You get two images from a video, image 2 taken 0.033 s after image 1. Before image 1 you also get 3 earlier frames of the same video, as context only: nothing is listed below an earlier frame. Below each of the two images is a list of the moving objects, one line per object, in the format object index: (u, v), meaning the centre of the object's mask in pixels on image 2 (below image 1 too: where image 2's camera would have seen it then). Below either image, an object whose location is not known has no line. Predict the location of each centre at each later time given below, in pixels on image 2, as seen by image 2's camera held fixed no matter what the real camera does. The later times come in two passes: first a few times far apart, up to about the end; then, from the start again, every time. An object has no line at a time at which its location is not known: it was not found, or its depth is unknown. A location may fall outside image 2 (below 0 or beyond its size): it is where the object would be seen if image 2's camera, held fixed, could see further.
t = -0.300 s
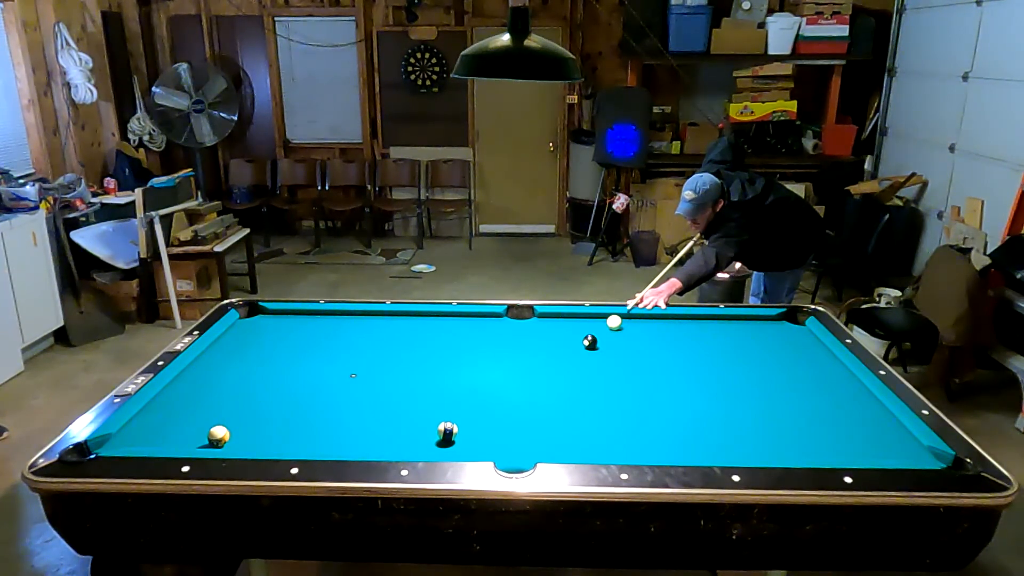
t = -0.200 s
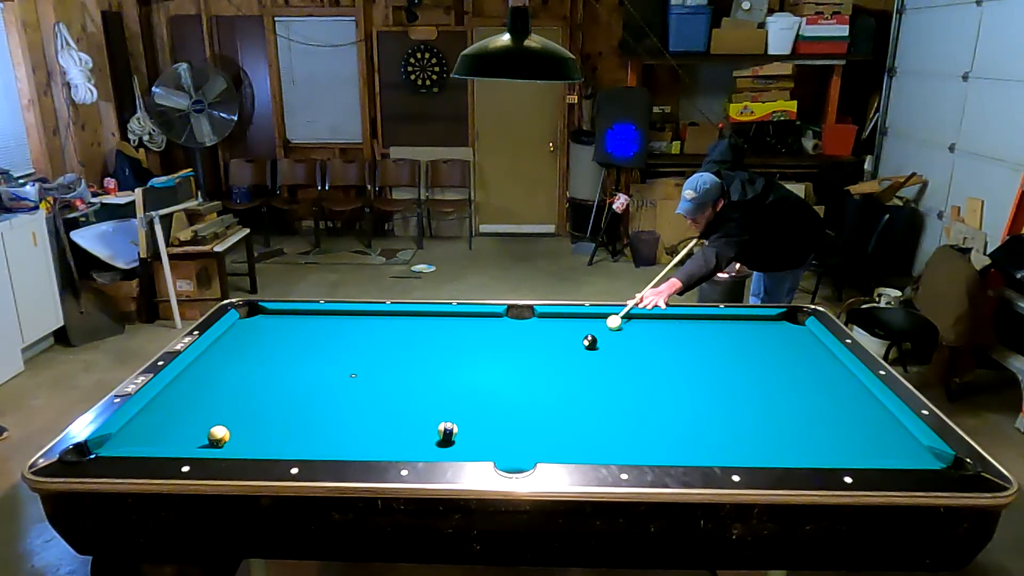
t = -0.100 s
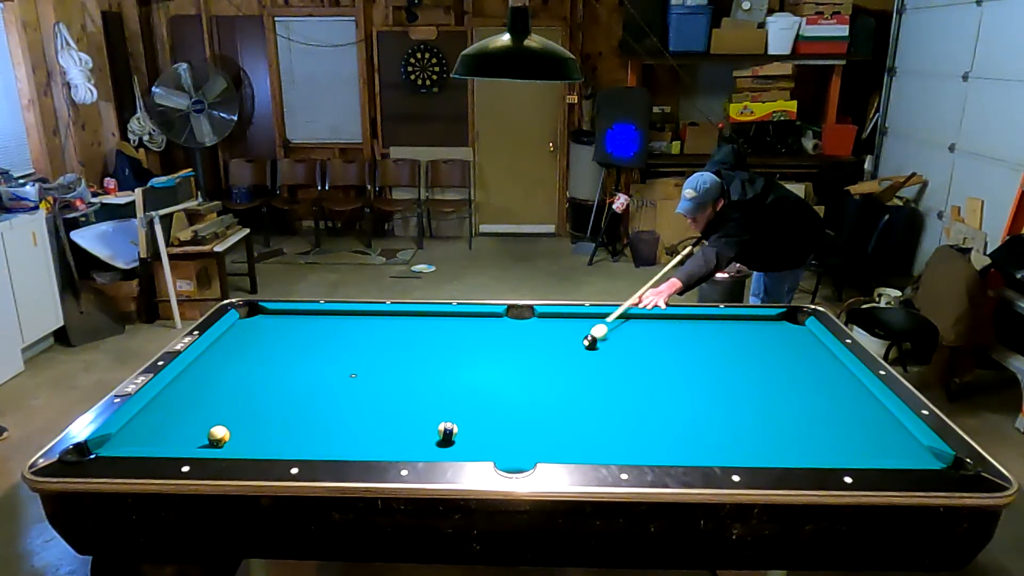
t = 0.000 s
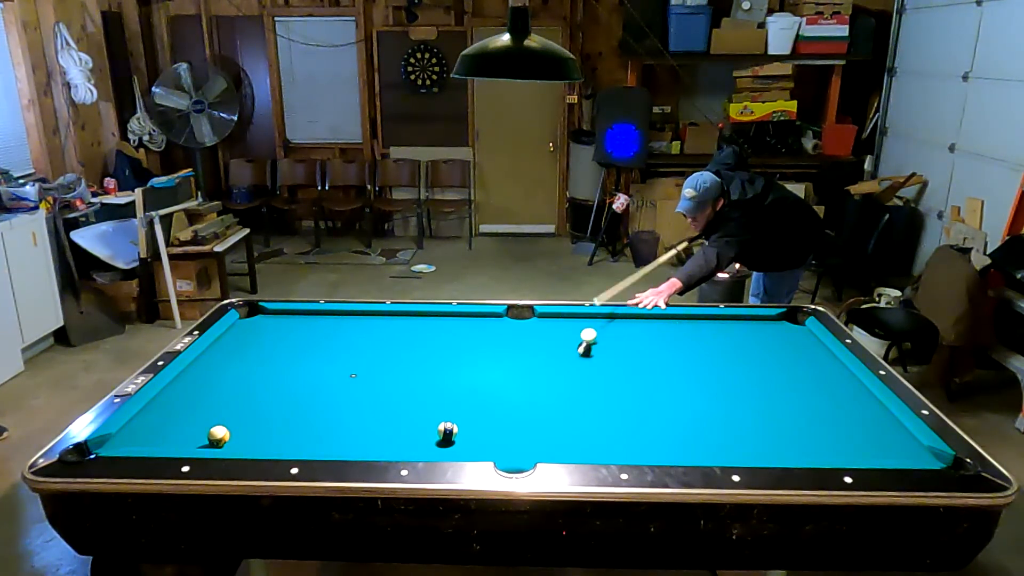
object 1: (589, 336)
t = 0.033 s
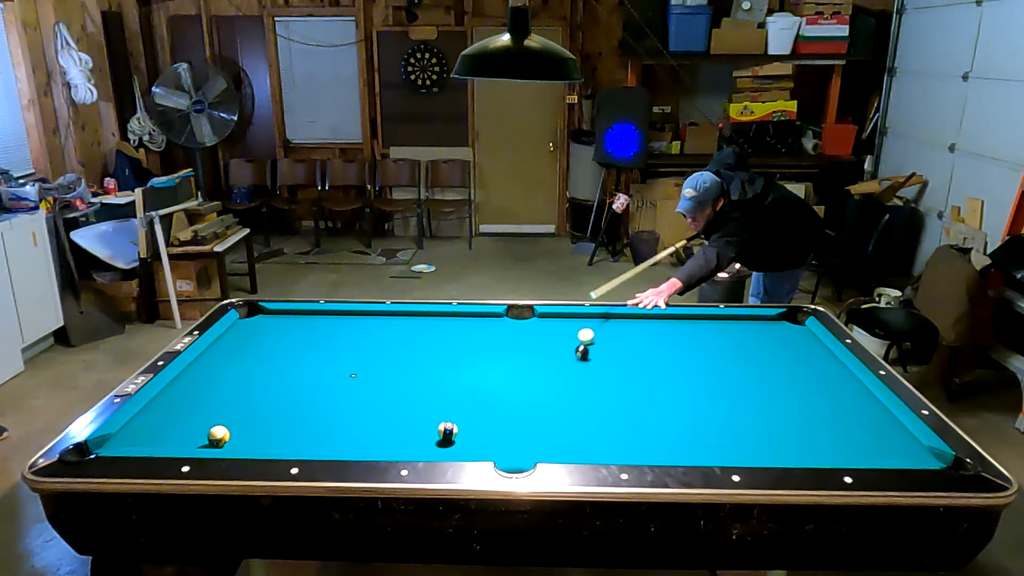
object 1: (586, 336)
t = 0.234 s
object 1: (568, 340)
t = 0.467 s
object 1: (548, 345)
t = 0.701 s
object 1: (528, 349)
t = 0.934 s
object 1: (510, 353)
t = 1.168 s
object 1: (492, 357)
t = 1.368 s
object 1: (478, 361)
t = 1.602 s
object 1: (463, 365)
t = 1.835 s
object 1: (449, 368)
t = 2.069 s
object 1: (436, 371)
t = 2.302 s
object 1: (424, 374)
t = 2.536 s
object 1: (415, 377)
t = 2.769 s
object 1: (406, 379)
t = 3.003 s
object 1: (399, 380)
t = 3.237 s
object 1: (393, 382)
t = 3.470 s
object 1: (390, 382)
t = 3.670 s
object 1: (388, 383)
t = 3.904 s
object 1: (387, 383)
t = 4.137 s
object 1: (387, 383)
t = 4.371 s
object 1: (387, 383)
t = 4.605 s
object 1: (387, 383)
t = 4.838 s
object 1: (387, 383)
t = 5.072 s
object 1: (387, 383)
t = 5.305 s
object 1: (387, 383)
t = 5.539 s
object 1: (387, 383)
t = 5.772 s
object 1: (387, 383)
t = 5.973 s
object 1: (387, 383)
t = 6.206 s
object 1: (387, 383)
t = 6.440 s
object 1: (387, 383)
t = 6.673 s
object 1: (387, 383)
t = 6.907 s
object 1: (387, 383)
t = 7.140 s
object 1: (387, 383)
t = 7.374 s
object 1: (387, 383)
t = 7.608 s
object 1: (387, 383)
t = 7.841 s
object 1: (387, 383)
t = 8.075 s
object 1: (387, 383)
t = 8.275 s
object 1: (387, 383)
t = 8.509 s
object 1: (387, 383)
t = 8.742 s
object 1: (387, 383)
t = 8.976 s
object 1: (387, 383)
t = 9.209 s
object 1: (387, 383)
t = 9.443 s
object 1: (387, 383)
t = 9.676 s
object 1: (387, 383)
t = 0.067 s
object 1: (583, 337)
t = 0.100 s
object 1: (580, 338)
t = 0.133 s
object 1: (577, 338)
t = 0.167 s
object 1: (574, 339)
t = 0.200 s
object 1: (571, 340)
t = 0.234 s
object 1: (568, 340)
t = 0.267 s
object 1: (565, 341)
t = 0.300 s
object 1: (562, 341)
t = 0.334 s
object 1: (559, 342)
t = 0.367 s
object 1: (556, 343)
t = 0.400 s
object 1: (553, 343)
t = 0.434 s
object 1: (550, 344)
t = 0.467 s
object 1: (548, 345)
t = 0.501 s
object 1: (545, 345)
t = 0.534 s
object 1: (542, 346)
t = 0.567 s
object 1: (539, 347)
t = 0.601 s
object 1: (536, 347)
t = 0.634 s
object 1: (534, 348)
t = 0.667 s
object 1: (531, 348)
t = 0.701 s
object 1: (528, 349)
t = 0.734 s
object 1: (525, 350)
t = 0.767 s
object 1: (523, 350)
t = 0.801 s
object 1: (520, 351)
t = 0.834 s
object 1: (517, 351)
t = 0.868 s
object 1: (515, 352)
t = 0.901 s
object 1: (512, 352)
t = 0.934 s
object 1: (510, 353)
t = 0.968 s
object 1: (507, 354)
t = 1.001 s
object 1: (504, 354)
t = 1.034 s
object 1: (502, 355)
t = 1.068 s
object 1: (499, 356)
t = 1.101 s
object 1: (497, 356)
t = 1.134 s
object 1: (494, 357)
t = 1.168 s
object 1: (492, 357)
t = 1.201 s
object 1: (490, 358)
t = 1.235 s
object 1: (487, 358)
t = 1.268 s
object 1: (485, 359)
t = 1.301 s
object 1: (483, 360)
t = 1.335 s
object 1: (480, 360)
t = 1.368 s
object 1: (478, 361)
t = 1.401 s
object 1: (476, 361)
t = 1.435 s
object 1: (473, 362)
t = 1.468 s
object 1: (471, 363)
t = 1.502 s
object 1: (469, 363)
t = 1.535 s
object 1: (467, 364)
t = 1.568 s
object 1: (465, 364)
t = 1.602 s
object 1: (463, 365)
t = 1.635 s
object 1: (461, 365)
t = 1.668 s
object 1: (459, 366)
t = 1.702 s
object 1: (457, 366)
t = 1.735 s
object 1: (455, 367)
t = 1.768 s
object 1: (453, 367)
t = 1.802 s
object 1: (451, 368)
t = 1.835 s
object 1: (449, 368)
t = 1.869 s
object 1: (447, 369)
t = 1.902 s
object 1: (445, 369)
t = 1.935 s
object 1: (443, 370)
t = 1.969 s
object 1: (441, 370)
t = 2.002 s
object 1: (439, 370)
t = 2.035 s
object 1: (438, 371)
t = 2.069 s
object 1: (436, 371)
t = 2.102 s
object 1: (434, 372)
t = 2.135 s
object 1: (432, 372)
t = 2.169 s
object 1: (431, 373)
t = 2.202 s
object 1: (429, 373)
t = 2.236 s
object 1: (428, 373)
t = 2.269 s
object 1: (426, 374)
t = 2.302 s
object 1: (424, 374)
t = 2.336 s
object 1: (423, 375)
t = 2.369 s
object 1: (421, 375)
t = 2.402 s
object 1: (420, 375)
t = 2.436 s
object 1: (418, 376)
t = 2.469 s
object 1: (417, 376)
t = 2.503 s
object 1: (416, 376)
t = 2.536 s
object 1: (415, 377)
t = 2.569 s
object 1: (413, 377)
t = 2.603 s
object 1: (412, 377)
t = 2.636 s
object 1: (411, 377)
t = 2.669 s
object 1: (409, 378)
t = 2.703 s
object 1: (408, 378)
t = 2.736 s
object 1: (407, 378)
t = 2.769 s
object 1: (406, 379)
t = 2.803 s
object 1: (405, 379)
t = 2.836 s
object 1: (404, 379)
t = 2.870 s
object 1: (403, 379)
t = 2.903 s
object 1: (402, 380)
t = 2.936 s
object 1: (401, 380)
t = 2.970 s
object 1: (400, 380)
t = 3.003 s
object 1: (399, 380)
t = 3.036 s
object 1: (398, 381)
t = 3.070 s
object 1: (397, 381)
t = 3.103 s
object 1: (396, 381)
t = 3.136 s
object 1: (396, 381)
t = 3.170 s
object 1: (395, 381)
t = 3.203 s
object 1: (394, 381)
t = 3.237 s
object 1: (393, 382)
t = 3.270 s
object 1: (393, 382)
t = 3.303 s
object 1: (392, 382)
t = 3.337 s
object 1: (392, 382)
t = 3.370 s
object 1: (391, 382)
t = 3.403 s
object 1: (391, 382)
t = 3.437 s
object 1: (390, 382)
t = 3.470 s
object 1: (390, 382)
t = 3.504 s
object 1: (389, 382)
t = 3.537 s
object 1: (389, 382)
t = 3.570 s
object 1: (389, 382)
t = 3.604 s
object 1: (388, 382)
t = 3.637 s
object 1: (388, 383)
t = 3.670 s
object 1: (388, 383)
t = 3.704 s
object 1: (388, 383)
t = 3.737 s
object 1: (387, 383)
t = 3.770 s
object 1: (387, 383)
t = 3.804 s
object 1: (387, 383)
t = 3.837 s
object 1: (387, 383)
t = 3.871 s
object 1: (387, 383)
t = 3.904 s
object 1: (387, 383)
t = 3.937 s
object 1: (387, 383)
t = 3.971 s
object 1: (387, 383)
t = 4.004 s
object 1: (387, 383)
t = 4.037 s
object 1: (387, 383)
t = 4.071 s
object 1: (387, 383)
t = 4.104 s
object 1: (387, 383)
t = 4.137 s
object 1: (387, 383)
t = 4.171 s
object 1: (387, 383)
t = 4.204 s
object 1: (387, 383)
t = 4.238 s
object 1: (387, 383)
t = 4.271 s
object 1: (387, 383)
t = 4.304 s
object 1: (387, 383)
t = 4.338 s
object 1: (387, 383)
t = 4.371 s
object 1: (387, 383)
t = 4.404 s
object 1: (387, 383)
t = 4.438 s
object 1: (387, 383)
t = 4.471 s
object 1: (387, 383)
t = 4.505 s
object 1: (387, 383)
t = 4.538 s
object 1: (387, 383)
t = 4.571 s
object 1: (387, 383)
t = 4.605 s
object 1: (387, 383)
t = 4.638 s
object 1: (387, 383)
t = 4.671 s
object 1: (387, 383)
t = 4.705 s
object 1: (387, 383)
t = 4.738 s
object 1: (387, 383)
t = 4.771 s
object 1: (387, 383)
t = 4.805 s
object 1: (387, 383)
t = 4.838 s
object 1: (387, 383)
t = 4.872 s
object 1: (387, 383)
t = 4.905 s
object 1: (387, 383)
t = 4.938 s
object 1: (387, 383)
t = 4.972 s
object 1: (387, 383)
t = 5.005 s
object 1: (387, 383)
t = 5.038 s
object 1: (387, 383)
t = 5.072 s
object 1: (387, 383)
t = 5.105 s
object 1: (387, 383)
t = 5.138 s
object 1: (387, 383)
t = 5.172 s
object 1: (387, 383)
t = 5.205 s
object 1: (387, 383)
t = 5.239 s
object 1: (387, 383)
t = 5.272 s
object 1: (387, 383)
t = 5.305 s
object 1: (387, 383)
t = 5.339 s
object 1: (387, 383)
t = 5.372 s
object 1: (387, 383)
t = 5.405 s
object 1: (387, 383)
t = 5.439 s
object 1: (387, 383)
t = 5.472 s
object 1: (387, 383)
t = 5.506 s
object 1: (387, 383)
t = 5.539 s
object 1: (387, 383)
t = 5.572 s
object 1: (387, 383)
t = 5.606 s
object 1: (387, 383)
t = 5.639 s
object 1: (387, 383)
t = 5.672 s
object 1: (387, 383)
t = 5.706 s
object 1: (387, 383)
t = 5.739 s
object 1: (387, 383)
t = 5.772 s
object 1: (387, 383)
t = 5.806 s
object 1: (387, 383)
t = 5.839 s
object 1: (387, 383)
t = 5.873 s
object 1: (387, 383)
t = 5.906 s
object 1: (387, 383)
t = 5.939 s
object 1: (387, 383)
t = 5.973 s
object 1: (387, 383)
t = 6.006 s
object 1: (387, 383)
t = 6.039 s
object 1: (387, 383)
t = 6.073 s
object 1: (387, 383)
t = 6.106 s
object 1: (387, 383)
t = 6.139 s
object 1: (387, 383)
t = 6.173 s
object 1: (387, 383)
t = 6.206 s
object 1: (387, 383)
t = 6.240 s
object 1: (387, 383)
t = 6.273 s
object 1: (387, 383)
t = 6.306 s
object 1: (387, 383)
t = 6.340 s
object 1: (387, 383)
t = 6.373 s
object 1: (387, 383)
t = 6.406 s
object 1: (387, 383)
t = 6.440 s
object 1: (387, 383)
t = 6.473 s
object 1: (387, 383)
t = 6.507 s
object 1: (387, 383)
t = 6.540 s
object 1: (387, 383)
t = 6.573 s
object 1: (387, 383)
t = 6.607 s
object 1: (387, 383)
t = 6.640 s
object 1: (387, 383)
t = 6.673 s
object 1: (387, 383)
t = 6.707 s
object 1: (387, 383)
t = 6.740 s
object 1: (387, 383)
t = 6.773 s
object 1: (387, 383)
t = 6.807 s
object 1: (387, 383)
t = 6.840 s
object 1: (387, 383)
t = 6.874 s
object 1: (387, 383)
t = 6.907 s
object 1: (387, 383)
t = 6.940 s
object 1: (387, 383)
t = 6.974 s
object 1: (387, 383)
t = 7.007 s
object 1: (387, 383)
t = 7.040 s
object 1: (387, 383)
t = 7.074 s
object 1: (387, 383)
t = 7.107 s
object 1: (387, 383)
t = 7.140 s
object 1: (387, 383)
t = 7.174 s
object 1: (387, 383)
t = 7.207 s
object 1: (387, 383)
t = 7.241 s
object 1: (387, 383)
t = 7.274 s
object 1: (387, 383)
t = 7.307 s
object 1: (387, 383)
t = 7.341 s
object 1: (387, 383)
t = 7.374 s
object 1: (387, 383)
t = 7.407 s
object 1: (387, 383)
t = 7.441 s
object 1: (387, 383)
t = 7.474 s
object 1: (387, 383)
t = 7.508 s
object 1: (387, 383)
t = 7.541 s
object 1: (387, 383)
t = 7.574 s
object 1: (387, 383)
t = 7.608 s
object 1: (387, 383)
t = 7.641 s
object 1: (387, 383)
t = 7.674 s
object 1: (387, 383)
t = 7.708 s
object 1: (387, 383)
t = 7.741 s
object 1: (387, 383)
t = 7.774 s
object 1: (387, 383)
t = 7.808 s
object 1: (387, 383)
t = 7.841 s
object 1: (387, 383)
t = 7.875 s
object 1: (387, 383)
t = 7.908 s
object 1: (387, 383)
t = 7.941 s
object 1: (387, 383)
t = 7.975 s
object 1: (387, 383)
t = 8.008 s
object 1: (387, 383)
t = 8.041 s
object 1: (387, 383)
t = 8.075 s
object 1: (387, 383)
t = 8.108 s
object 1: (387, 383)
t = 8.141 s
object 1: (387, 383)
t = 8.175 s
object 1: (387, 383)
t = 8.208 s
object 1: (387, 383)
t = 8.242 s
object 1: (387, 383)
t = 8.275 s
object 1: (387, 383)
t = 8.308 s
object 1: (387, 383)
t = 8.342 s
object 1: (387, 383)
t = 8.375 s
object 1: (387, 383)
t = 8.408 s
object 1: (387, 383)
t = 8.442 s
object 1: (387, 383)
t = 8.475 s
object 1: (387, 383)
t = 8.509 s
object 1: (387, 383)
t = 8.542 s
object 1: (387, 383)
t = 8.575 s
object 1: (387, 383)
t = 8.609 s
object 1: (387, 383)
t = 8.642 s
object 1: (387, 383)
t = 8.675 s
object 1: (387, 383)
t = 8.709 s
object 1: (387, 383)
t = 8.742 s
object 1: (387, 383)
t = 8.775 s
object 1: (387, 383)
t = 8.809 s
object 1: (387, 383)
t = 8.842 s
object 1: (387, 383)
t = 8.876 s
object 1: (387, 383)
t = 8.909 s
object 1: (387, 383)
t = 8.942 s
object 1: (387, 383)
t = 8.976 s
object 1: (387, 383)
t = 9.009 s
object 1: (387, 383)
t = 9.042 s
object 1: (387, 383)
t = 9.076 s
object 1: (387, 383)
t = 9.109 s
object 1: (387, 383)
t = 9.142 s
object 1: (387, 383)
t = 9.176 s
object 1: (387, 383)
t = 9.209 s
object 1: (387, 383)
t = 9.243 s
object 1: (387, 383)
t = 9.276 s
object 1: (387, 383)
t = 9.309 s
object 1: (387, 383)
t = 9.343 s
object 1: (387, 383)
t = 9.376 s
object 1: (387, 383)
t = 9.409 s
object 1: (387, 383)
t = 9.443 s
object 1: (387, 383)
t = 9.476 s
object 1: (387, 383)
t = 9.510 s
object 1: (387, 383)
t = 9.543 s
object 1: (387, 383)
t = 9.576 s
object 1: (387, 383)
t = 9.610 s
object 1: (387, 383)
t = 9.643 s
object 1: (387, 383)
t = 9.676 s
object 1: (387, 383)
